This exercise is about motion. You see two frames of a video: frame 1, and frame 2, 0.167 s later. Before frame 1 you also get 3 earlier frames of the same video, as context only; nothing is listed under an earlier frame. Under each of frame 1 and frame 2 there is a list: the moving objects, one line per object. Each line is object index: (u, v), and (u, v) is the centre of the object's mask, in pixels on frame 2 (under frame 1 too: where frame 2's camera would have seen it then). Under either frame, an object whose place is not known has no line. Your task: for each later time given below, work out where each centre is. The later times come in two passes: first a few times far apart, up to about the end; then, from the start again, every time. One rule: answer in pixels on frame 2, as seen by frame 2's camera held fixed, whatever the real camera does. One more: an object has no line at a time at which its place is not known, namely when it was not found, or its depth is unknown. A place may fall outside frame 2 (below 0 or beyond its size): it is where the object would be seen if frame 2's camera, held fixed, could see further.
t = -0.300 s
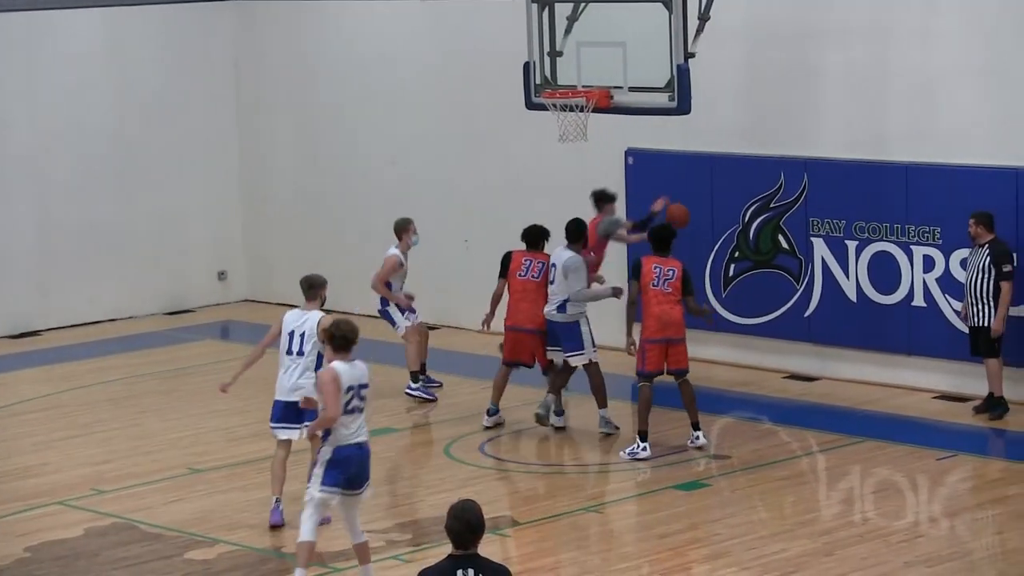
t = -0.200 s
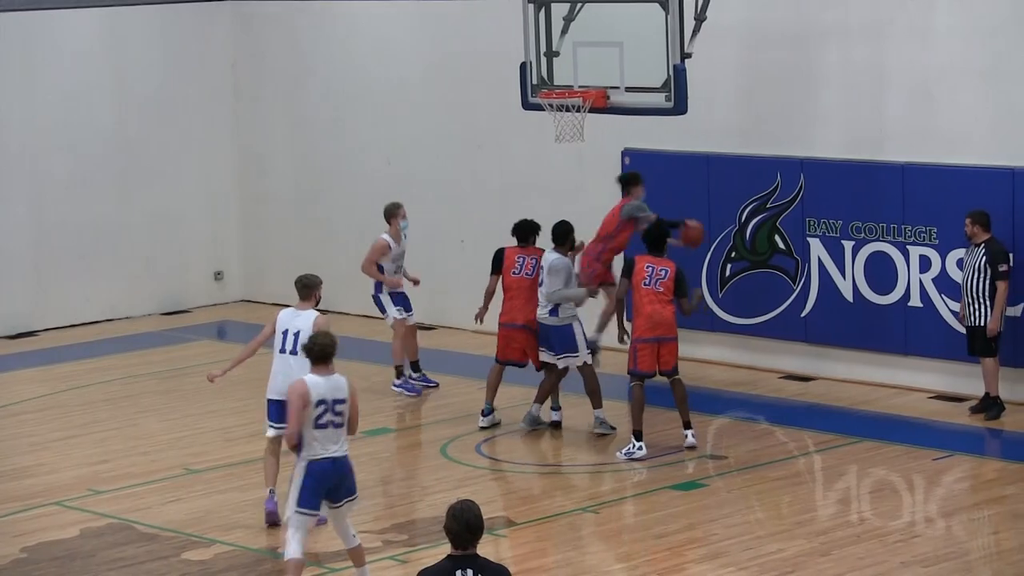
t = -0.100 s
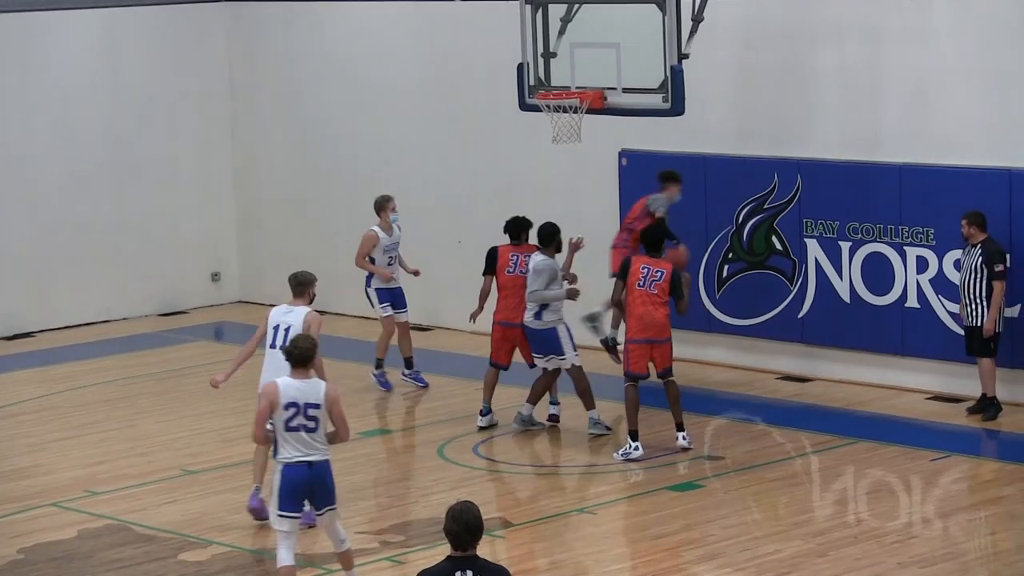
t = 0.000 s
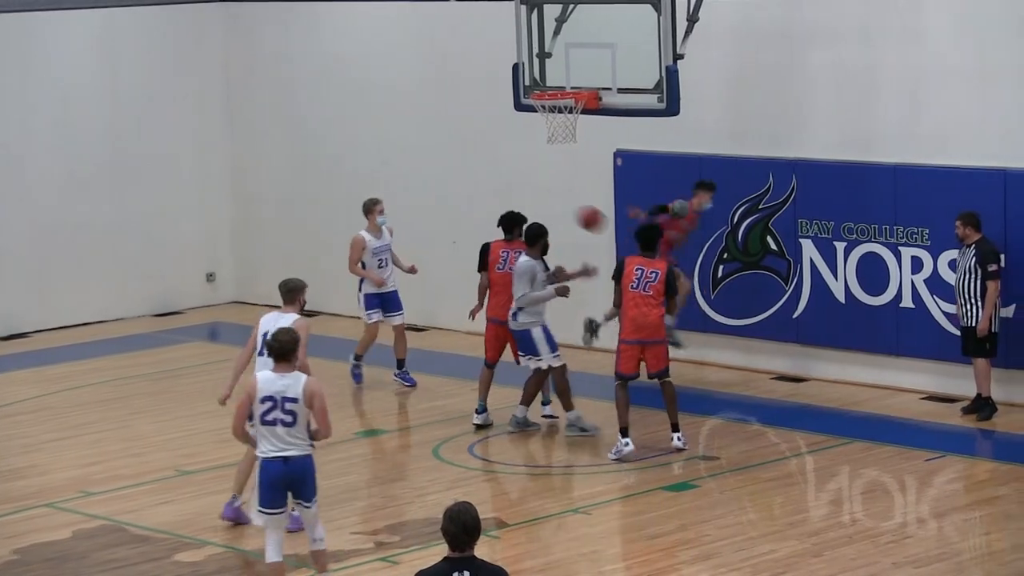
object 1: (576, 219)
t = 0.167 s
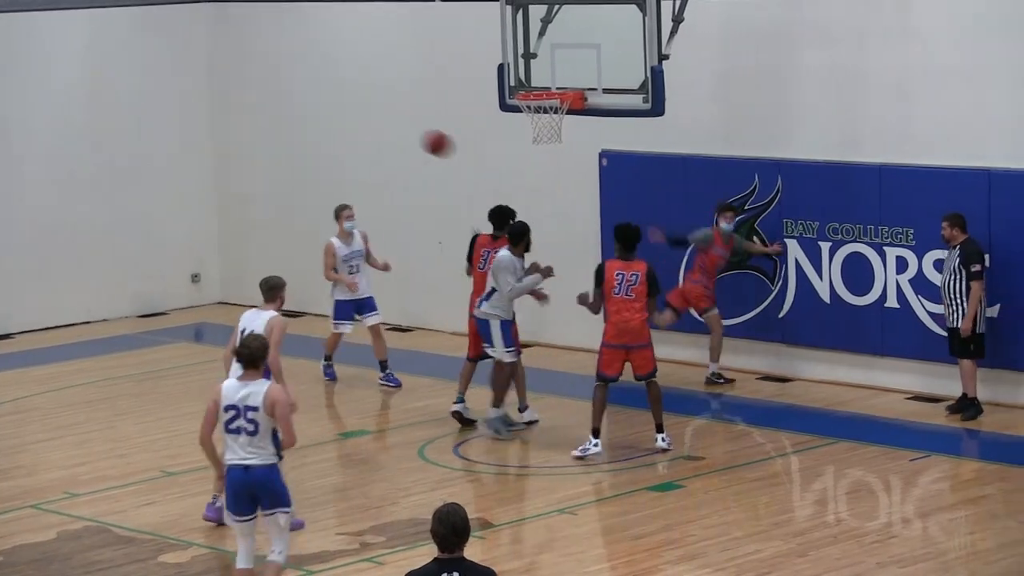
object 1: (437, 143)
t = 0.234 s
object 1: (380, 120)
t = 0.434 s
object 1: (209, 80)
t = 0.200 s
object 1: (408, 131)
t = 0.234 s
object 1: (380, 120)
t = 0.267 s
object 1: (352, 111)
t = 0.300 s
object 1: (323, 103)
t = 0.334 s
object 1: (295, 95)
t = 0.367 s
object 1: (266, 89)
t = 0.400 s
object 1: (238, 84)
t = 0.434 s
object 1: (209, 80)
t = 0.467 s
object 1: (180, 78)
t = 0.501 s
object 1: (151, 76)
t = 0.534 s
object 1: (123, 76)
